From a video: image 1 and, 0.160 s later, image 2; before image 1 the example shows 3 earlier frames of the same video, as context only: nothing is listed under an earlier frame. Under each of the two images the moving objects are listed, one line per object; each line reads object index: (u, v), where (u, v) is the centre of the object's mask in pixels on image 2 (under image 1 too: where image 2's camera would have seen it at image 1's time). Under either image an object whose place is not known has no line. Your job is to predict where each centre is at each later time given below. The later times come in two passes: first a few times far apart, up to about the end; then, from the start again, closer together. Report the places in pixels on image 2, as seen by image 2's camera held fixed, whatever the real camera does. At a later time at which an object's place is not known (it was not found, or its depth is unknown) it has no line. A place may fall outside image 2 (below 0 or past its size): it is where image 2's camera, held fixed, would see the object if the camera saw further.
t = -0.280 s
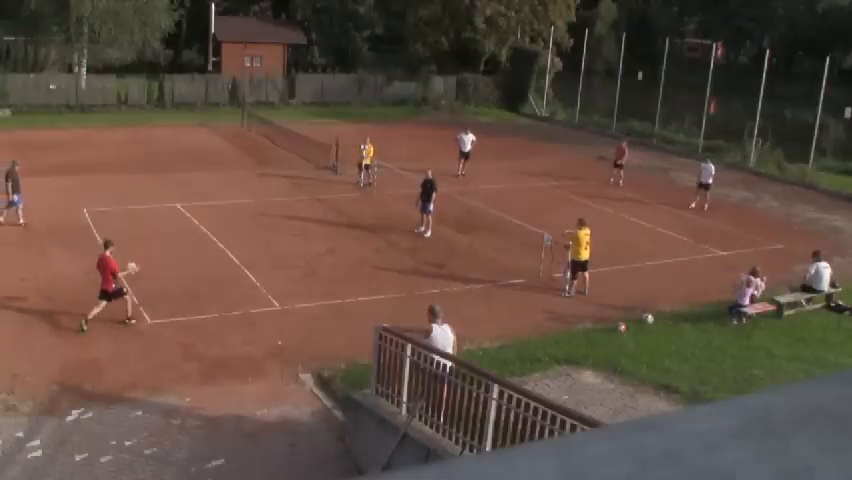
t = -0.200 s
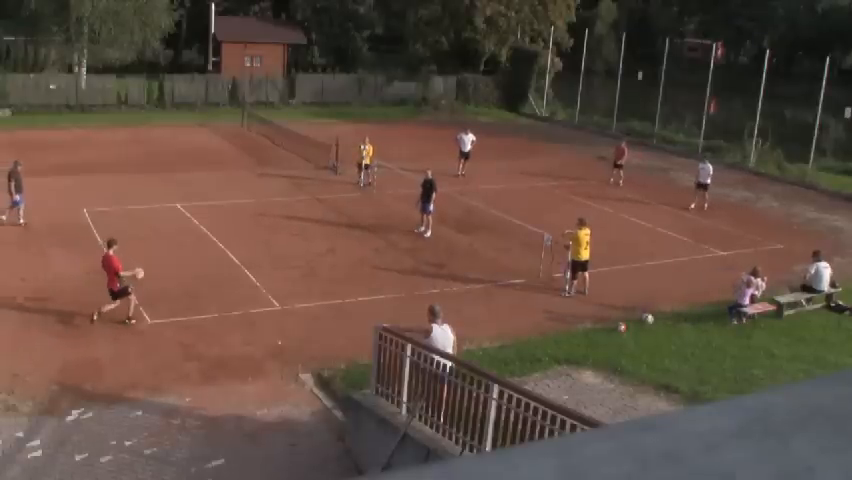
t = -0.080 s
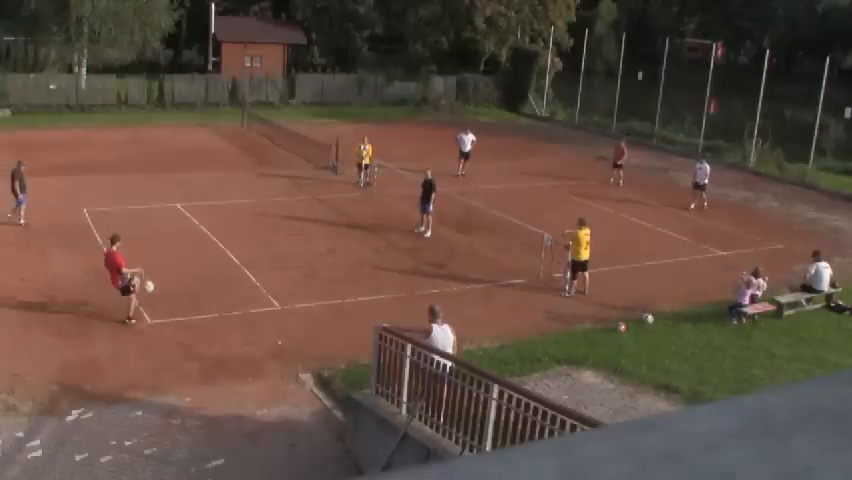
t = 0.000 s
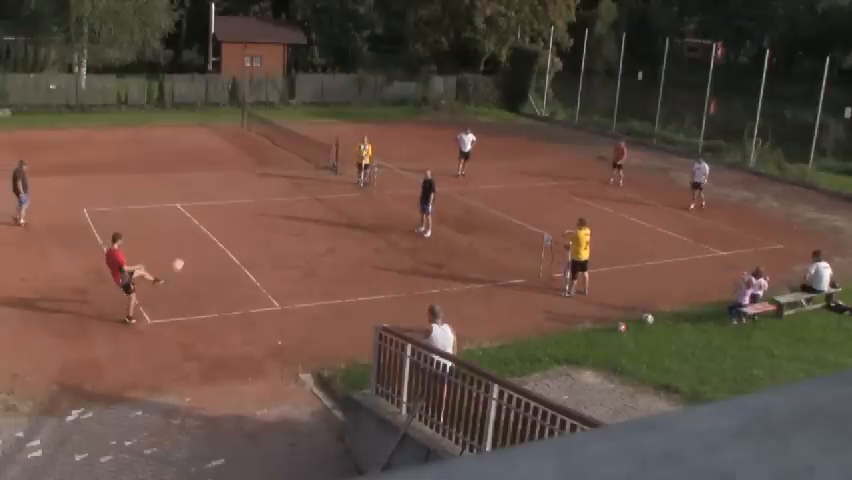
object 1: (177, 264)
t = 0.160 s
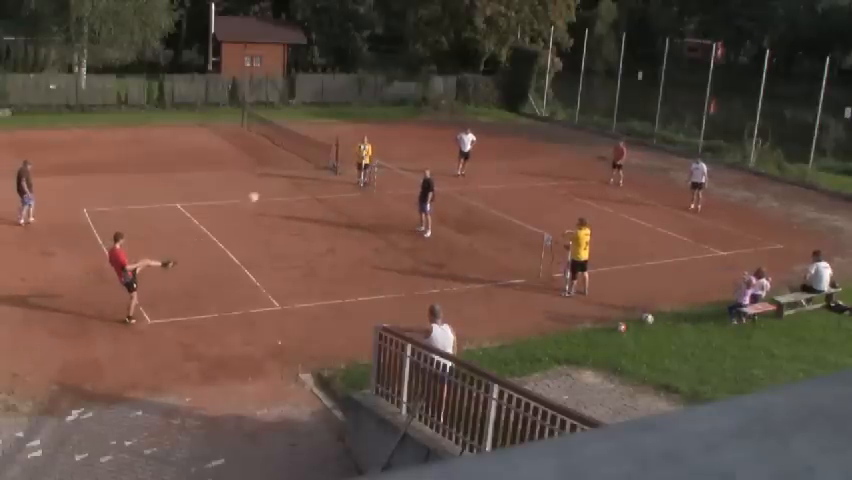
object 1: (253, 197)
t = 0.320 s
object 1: (316, 152)
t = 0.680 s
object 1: (419, 116)
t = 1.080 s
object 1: (488, 143)
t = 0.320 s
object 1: (316, 152)
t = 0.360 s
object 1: (330, 144)
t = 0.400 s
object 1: (343, 137)
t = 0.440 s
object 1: (355, 131)
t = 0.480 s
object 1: (367, 127)
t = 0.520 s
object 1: (378, 123)
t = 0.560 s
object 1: (390, 120)
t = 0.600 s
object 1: (399, 118)
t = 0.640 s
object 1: (409, 116)
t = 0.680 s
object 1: (419, 116)
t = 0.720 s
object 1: (427, 116)
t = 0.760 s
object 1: (435, 116)
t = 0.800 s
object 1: (443, 118)
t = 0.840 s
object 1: (451, 120)
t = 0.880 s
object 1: (457, 122)
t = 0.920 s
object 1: (464, 125)
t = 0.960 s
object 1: (471, 128)
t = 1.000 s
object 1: (477, 133)
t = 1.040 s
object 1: (483, 138)
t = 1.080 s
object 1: (488, 143)
